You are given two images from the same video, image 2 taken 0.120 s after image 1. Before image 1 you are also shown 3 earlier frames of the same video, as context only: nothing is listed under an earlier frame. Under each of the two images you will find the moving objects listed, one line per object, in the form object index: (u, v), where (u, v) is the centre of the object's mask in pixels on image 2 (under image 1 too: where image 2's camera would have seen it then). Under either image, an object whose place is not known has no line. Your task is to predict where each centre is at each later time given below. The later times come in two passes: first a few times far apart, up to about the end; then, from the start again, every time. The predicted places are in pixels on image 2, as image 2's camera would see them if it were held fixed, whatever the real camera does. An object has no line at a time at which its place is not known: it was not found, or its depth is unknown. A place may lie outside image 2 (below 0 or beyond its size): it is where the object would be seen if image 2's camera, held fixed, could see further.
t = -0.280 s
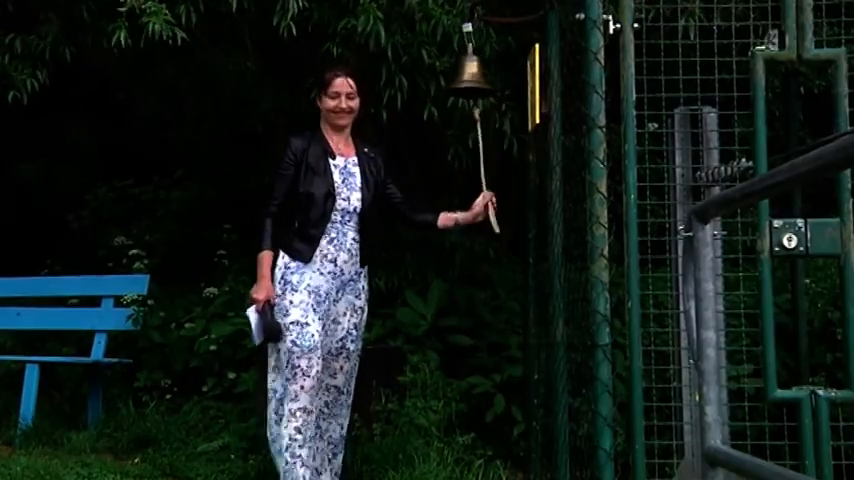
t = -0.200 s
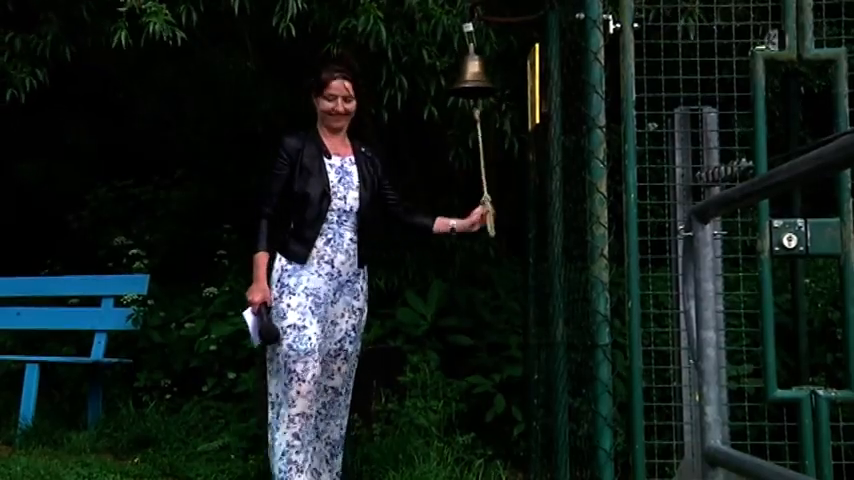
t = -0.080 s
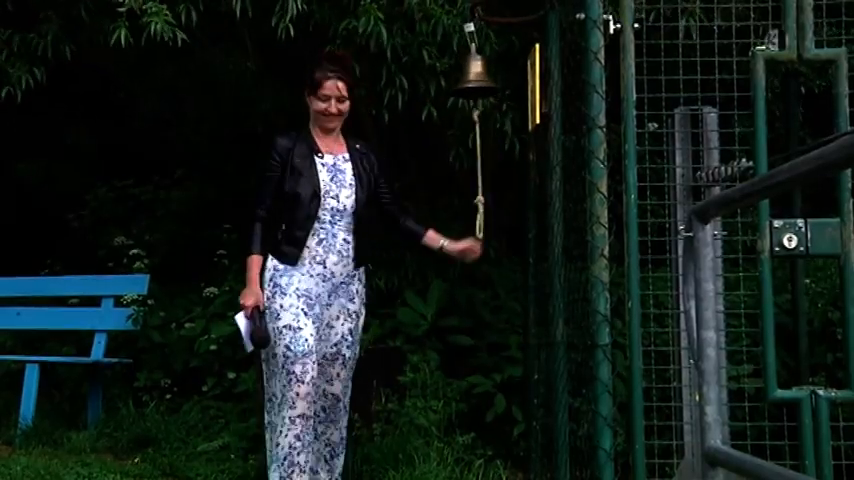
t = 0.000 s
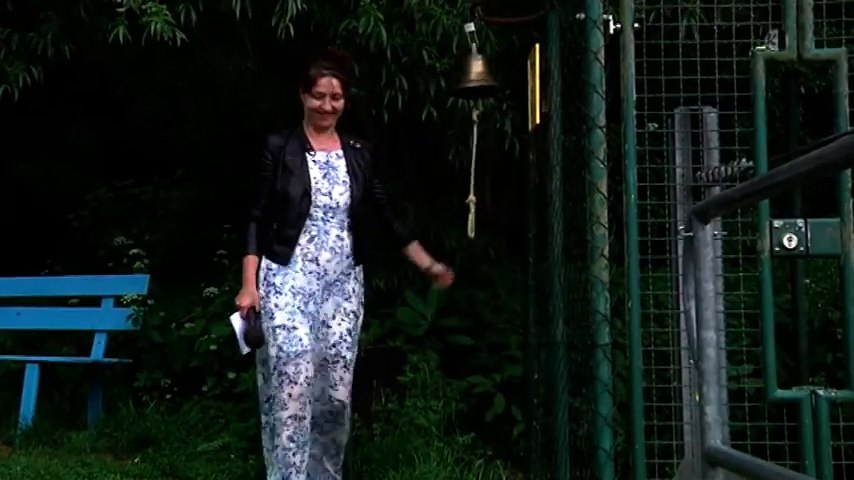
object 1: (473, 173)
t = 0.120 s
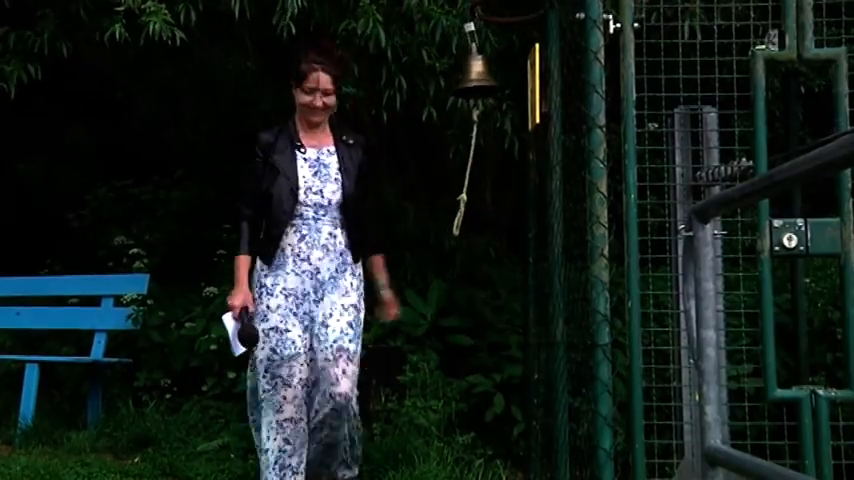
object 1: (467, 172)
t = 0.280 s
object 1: (463, 172)
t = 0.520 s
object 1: (466, 176)
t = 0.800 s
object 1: (475, 171)
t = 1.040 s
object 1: (477, 173)
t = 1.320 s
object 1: (477, 173)
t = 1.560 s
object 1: (472, 175)
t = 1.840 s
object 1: (464, 175)
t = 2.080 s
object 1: (467, 172)
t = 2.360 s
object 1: (481, 173)
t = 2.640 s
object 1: (481, 173)
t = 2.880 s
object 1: (466, 176)
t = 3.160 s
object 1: (458, 174)
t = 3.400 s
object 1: (472, 175)
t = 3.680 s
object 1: (485, 172)
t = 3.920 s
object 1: (477, 175)
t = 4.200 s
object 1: (460, 173)
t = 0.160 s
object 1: (465, 172)
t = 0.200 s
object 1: (464, 172)
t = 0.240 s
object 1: (463, 172)
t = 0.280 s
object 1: (463, 172)
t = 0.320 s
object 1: (462, 172)
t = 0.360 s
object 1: (463, 172)
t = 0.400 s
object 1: (463, 174)
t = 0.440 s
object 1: (464, 175)
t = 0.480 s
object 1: (465, 176)
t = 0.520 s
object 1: (466, 176)
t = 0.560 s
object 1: (467, 174)
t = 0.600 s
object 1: (469, 171)
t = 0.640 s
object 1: (470, 173)
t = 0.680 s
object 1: (472, 174)
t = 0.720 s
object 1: (473, 171)
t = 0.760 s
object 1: (474, 172)
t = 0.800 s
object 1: (475, 171)
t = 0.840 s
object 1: (475, 173)
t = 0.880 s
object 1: (476, 172)
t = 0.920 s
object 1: (476, 173)
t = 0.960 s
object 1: (477, 173)
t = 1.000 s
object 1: (477, 173)
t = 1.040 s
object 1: (477, 173)
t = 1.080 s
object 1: (477, 172)
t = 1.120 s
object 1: (477, 173)
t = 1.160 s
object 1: (478, 173)
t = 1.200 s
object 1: (478, 173)
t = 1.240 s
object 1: (478, 173)
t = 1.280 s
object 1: (477, 172)
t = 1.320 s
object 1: (477, 173)
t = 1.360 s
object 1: (477, 171)
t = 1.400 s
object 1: (476, 173)
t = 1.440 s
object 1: (475, 174)
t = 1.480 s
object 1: (474, 176)
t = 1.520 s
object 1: (473, 174)
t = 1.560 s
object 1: (472, 175)
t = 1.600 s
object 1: (471, 174)
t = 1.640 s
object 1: (469, 175)
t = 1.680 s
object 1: (468, 175)
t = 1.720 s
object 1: (467, 176)
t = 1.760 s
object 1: (466, 176)
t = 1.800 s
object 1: (465, 175)
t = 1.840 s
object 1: (464, 175)
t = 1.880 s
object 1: (463, 175)
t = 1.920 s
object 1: (463, 174)
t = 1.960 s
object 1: (463, 175)
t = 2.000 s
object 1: (464, 173)
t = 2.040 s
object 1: (466, 171)
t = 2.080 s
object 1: (467, 172)
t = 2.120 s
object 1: (469, 173)
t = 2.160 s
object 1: (470, 172)
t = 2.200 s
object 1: (472, 174)
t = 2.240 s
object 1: (474, 174)
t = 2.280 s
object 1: (477, 174)
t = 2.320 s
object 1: (479, 172)
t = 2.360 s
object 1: (481, 173)
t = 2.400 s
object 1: (482, 172)
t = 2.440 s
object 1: (483, 171)
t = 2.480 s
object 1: (483, 170)
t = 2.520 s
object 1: (483, 171)
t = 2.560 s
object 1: (483, 172)
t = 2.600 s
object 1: (482, 172)
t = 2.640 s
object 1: (481, 173)
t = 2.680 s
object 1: (479, 173)
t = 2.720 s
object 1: (477, 173)
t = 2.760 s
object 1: (474, 174)
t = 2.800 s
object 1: (472, 174)
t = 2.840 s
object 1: (469, 176)
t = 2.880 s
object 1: (466, 176)
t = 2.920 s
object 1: (464, 176)
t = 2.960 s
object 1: (462, 176)
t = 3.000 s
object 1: (460, 176)
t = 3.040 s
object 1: (458, 175)
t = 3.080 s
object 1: (458, 175)
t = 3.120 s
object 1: (457, 177)
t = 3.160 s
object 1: (458, 174)
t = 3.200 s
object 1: (460, 173)
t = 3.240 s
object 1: (461, 173)
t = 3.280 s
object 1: (463, 174)
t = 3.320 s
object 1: (466, 175)
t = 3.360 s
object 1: (469, 176)
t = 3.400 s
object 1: (472, 175)
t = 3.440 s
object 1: (474, 175)
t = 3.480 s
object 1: (477, 174)
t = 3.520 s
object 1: (480, 174)
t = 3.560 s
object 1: (482, 174)
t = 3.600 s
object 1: (484, 172)
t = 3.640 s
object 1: (485, 172)
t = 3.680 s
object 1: (485, 172)
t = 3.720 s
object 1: (485, 173)
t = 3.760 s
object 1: (485, 174)
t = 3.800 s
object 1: (483, 173)
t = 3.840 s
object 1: (482, 172)
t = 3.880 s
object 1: (480, 174)
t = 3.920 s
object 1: (477, 175)
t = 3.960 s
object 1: (474, 175)
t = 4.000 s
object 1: (471, 175)
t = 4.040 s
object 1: (468, 174)
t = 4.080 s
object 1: (466, 175)
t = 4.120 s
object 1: (463, 175)
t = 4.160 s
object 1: (462, 175)
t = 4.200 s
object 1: (460, 173)
